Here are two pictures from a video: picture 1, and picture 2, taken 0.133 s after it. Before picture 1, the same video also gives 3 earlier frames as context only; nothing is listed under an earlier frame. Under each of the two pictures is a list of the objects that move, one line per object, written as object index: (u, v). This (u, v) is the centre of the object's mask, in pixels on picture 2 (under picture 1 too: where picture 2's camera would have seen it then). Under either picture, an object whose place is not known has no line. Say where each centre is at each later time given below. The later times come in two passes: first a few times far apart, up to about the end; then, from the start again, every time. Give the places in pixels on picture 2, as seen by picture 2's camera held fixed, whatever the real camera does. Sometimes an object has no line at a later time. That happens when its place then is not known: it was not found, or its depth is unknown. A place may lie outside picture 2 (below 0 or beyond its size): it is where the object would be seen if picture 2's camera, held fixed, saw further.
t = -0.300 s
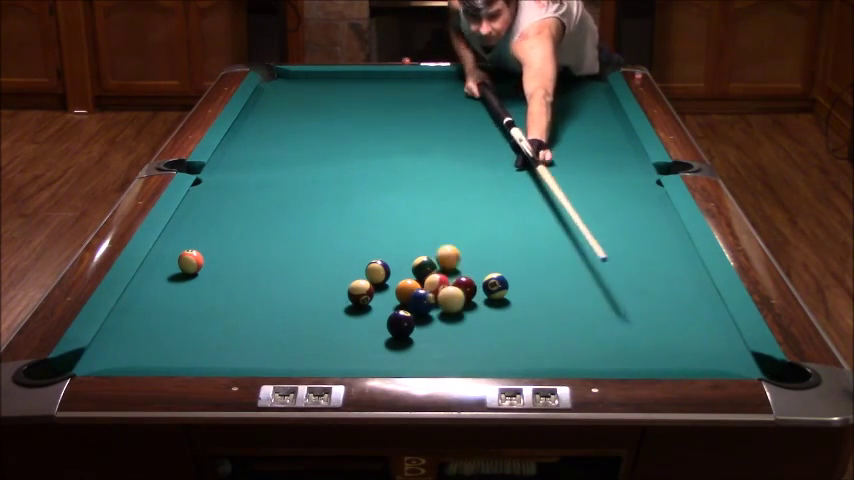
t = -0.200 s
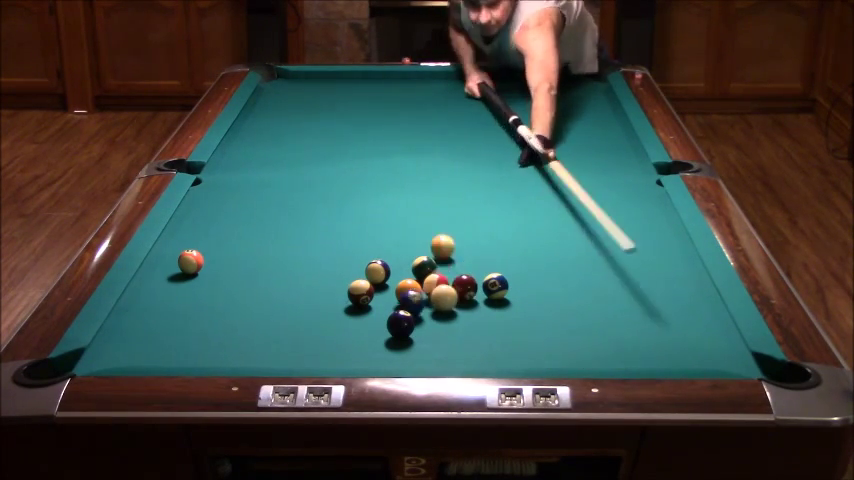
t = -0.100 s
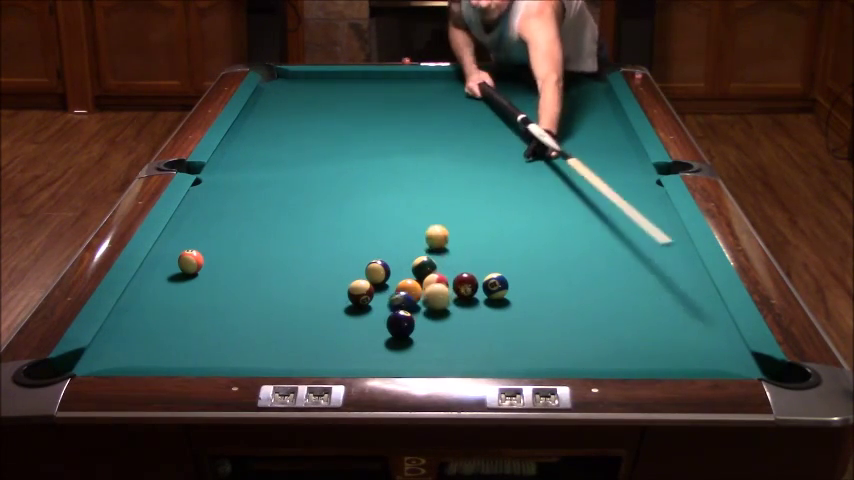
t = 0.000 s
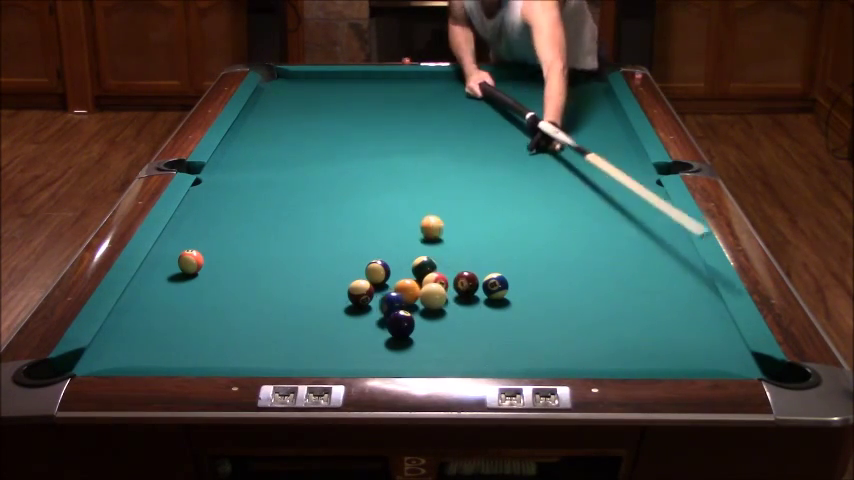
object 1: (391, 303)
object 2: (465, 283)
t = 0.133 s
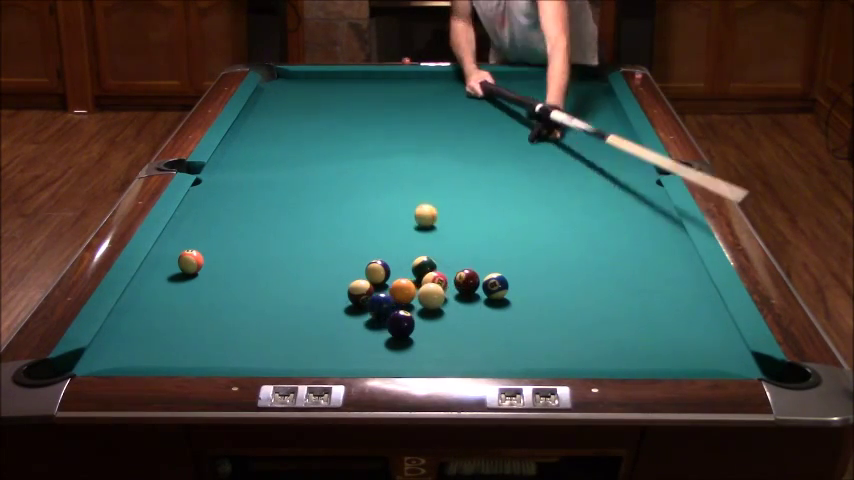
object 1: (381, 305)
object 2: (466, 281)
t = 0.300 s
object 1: (368, 306)
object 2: (467, 279)
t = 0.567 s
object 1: (348, 308)
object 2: (469, 276)
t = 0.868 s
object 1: (330, 309)
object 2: (470, 275)
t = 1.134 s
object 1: (317, 310)
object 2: (470, 274)
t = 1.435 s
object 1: (307, 310)
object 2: (470, 274)
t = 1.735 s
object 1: (300, 311)
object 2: (470, 274)
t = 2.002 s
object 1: (298, 311)
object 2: (470, 274)
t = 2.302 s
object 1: (298, 311)
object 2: (470, 274)
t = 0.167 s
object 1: (378, 306)
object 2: (466, 281)
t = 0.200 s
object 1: (376, 306)
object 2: (467, 280)
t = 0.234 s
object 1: (373, 306)
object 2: (467, 280)
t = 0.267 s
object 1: (370, 306)
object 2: (467, 279)
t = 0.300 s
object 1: (368, 306)
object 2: (467, 279)
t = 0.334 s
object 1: (365, 307)
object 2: (467, 278)
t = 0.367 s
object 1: (363, 306)
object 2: (467, 278)
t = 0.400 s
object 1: (360, 307)
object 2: (468, 278)
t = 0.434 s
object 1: (357, 307)
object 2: (468, 277)
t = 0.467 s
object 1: (355, 307)
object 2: (468, 277)
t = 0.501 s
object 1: (353, 308)
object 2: (468, 277)
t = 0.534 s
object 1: (350, 308)
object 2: (468, 276)
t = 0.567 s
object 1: (348, 308)
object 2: (469, 276)
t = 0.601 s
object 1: (346, 308)
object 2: (469, 276)
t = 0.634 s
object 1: (344, 309)
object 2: (469, 276)
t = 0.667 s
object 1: (342, 308)
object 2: (469, 276)
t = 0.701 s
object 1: (340, 308)
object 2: (469, 275)
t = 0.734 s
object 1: (338, 308)
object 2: (469, 275)
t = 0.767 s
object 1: (336, 308)
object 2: (469, 275)
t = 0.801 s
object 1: (333, 309)
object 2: (470, 275)
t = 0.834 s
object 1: (332, 309)
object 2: (470, 275)
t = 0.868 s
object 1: (330, 309)
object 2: (470, 275)
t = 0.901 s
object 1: (328, 309)
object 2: (470, 274)
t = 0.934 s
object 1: (327, 309)
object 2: (470, 274)
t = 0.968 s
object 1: (325, 309)
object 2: (470, 274)
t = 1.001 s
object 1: (323, 309)
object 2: (470, 274)
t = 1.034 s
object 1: (322, 309)
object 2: (470, 274)
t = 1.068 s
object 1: (320, 309)
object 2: (470, 274)
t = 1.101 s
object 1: (319, 309)
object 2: (470, 274)
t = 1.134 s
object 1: (317, 310)
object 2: (470, 274)
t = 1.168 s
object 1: (316, 310)
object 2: (470, 274)
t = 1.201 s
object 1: (315, 310)
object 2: (470, 274)
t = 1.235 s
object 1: (313, 310)
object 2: (470, 274)
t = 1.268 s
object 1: (312, 310)
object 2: (470, 274)
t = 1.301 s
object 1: (311, 310)
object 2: (470, 274)
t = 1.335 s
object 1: (310, 310)
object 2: (470, 274)
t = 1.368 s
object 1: (309, 310)
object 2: (470, 274)
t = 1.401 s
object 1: (308, 310)
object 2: (470, 274)
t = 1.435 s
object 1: (307, 310)
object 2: (470, 274)
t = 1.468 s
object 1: (306, 310)
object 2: (470, 274)
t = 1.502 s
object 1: (305, 311)
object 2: (470, 274)
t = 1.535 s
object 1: (304, 310)
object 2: (470, 274)
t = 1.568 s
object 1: (303, 310)
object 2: (470, 274)
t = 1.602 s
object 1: (303, 311)
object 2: (470, 274)
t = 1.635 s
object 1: (302, 311)
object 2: (470, 274)
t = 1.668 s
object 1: (301, 311)
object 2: (470, 274)
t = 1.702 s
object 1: (301, 311)
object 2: (470, 274)
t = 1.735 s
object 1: (300, 311)
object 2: (470, 274)
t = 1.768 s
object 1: (300, 311)
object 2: (470, 274)
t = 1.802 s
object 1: (299, 311)
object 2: (470, 274)
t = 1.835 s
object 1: (299, 311)
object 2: (470, 274)
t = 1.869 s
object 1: (298, 311)
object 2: (470, 274)
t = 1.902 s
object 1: (298, 311)
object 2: (470, 274)
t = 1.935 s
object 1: (298, 311)
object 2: (470, 274)
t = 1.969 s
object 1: (298, 311)
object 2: (470, 274)
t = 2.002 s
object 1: (298, 311)
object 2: (470, 274)
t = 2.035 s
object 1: (297, 310)
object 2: (470, 274)
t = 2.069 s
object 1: (297, 310)
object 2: (470, 274)
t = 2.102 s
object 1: (297, 311)
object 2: (470, 274)
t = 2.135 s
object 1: (297, 310)
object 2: (470, 274)
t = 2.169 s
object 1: (297, 311)
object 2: (470, 274)
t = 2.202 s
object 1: (298, 311)
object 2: (470, 274)
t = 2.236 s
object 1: (298, 311)
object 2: (470, 274)
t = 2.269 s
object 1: (298, 311)
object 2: (470, 274)
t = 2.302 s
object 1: (298, 311)
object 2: (470, 274)
